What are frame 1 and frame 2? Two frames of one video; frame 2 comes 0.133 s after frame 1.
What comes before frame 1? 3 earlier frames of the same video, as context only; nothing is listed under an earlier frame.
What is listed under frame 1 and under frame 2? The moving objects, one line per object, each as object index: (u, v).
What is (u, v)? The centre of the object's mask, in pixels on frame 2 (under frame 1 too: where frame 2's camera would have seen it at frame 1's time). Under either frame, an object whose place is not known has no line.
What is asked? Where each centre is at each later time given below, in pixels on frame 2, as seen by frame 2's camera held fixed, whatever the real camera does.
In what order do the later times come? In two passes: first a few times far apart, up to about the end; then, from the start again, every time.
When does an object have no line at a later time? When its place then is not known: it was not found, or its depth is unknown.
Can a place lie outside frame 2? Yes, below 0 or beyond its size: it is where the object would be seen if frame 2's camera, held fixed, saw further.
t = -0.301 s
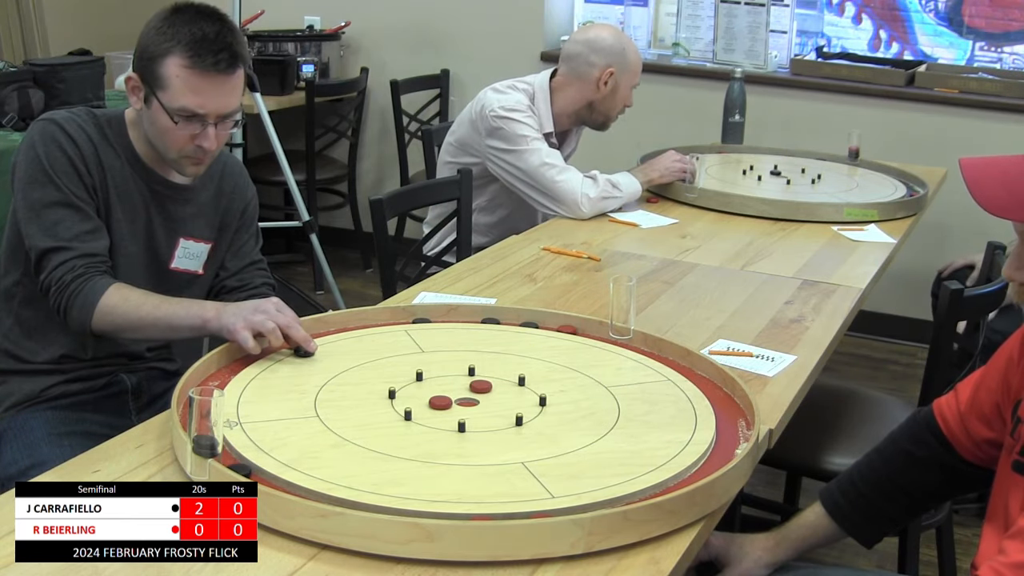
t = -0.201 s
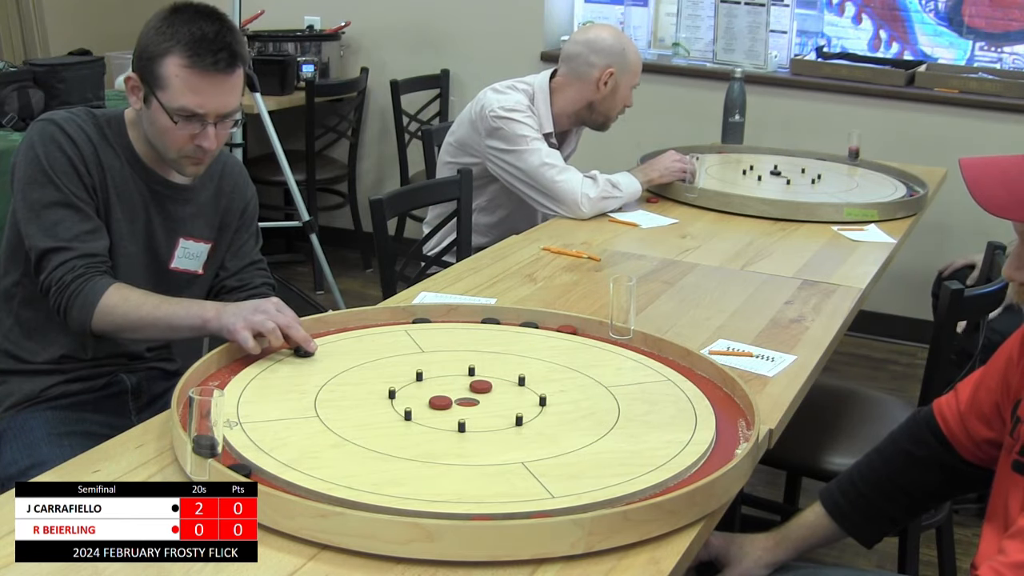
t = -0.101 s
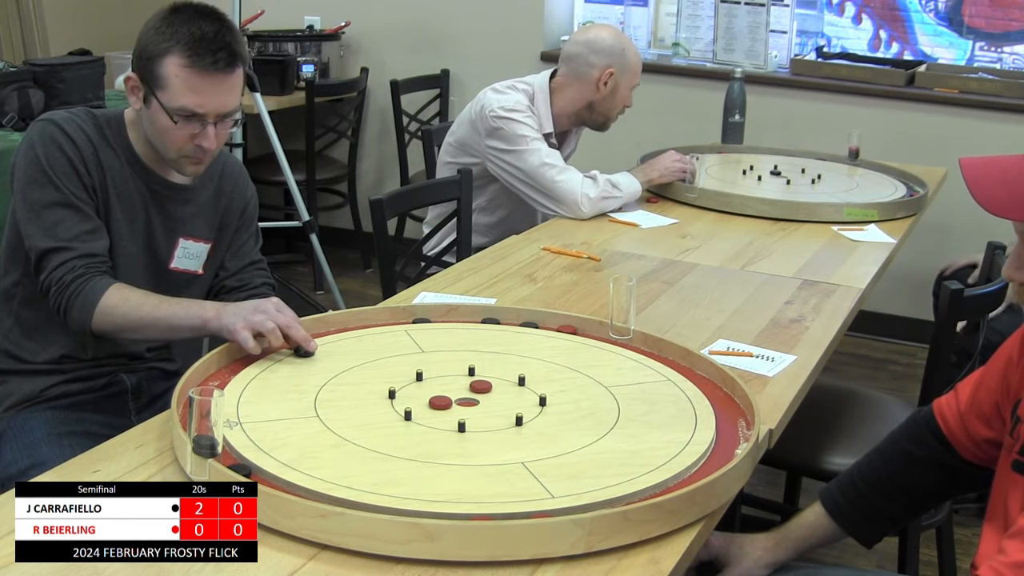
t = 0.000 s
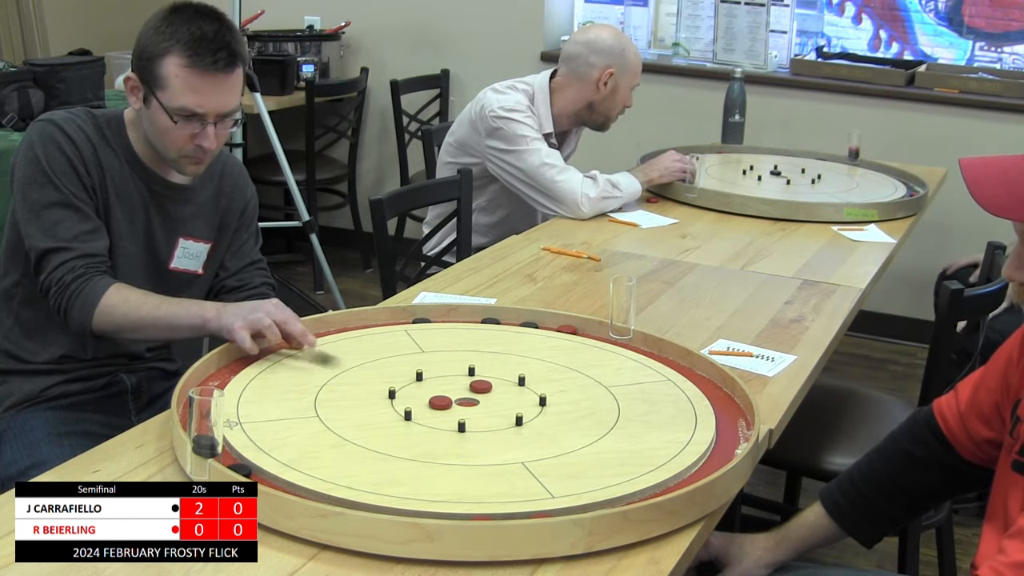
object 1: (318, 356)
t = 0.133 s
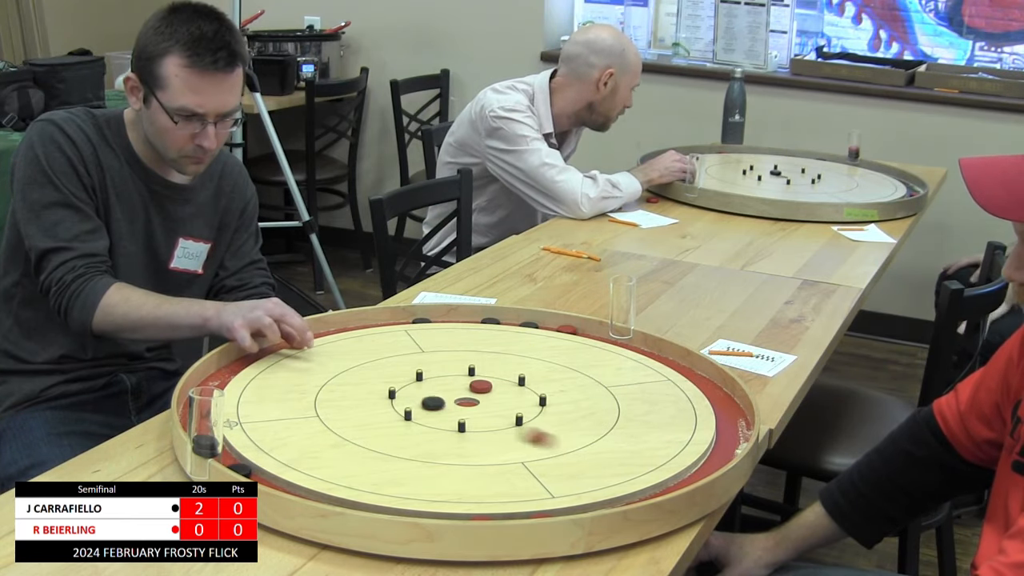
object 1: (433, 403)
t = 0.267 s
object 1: (450, 413)
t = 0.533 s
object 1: (458, 417)
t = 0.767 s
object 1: (458, 417)
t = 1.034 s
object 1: (458, 417)
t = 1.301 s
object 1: (458, 417)
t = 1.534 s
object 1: (458, 417)
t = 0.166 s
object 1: (438, 406)
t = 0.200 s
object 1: (442, 409)
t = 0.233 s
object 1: (446, 411)
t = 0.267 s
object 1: (450, 413)
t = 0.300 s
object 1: (452, 415)
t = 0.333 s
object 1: (454, 416)
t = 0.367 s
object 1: (456, 416)
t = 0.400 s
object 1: (457, 417)
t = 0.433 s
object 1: (458, 417)
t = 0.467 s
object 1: (458, 417)
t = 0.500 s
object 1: (458, 417)
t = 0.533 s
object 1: (458, 417)
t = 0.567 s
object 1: (458, 417)
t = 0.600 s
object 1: (458, 417)
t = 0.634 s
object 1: (458, 417)
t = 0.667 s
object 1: (458, 417)
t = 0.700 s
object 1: (458, 417)
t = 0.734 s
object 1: (458, 417)
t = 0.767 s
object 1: (458, 417)
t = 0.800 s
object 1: (458, 417)
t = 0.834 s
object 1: (458, 417)
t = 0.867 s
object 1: (458, 417)
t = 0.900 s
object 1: (458, 417)
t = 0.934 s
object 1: (458, 417)
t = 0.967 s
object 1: (458, 417)
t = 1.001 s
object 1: (458, 417)
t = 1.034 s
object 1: (458, 417)
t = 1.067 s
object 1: (458, 417)
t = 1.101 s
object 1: (458, 417)
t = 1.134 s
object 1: (458, 417)
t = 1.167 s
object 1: (458, 417)
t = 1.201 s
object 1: (458, 417)
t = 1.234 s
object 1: (458, 417)
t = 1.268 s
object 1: (458, 417)
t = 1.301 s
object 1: (458, 417)
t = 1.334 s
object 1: (458, 417)
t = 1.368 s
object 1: (458, 417)
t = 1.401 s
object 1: (458, 417)
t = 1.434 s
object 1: (458, 417)
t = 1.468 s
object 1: (458, 417)
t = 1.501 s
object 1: (458, 417)
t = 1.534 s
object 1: (458, 417)
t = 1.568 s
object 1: (458, 417)
